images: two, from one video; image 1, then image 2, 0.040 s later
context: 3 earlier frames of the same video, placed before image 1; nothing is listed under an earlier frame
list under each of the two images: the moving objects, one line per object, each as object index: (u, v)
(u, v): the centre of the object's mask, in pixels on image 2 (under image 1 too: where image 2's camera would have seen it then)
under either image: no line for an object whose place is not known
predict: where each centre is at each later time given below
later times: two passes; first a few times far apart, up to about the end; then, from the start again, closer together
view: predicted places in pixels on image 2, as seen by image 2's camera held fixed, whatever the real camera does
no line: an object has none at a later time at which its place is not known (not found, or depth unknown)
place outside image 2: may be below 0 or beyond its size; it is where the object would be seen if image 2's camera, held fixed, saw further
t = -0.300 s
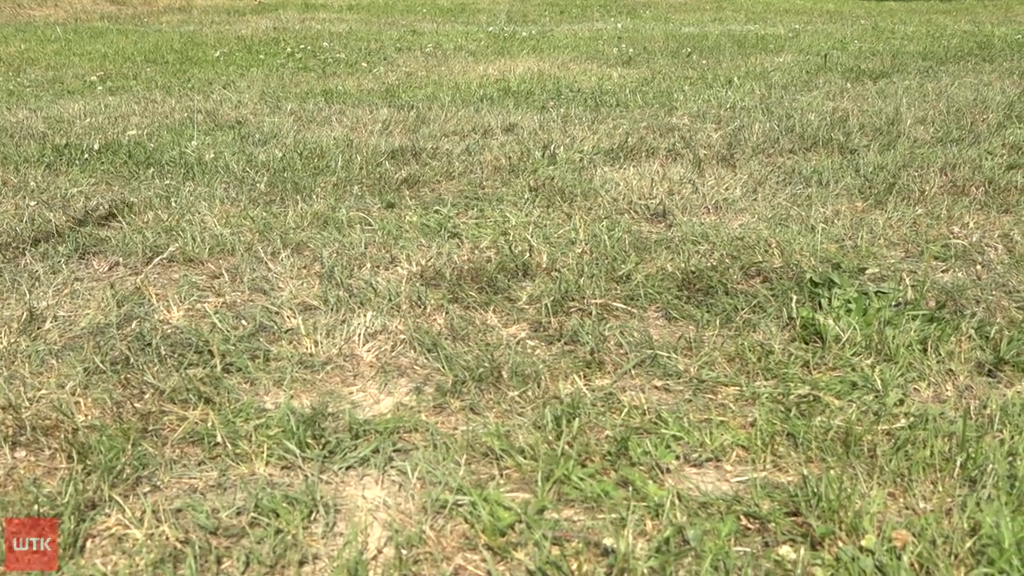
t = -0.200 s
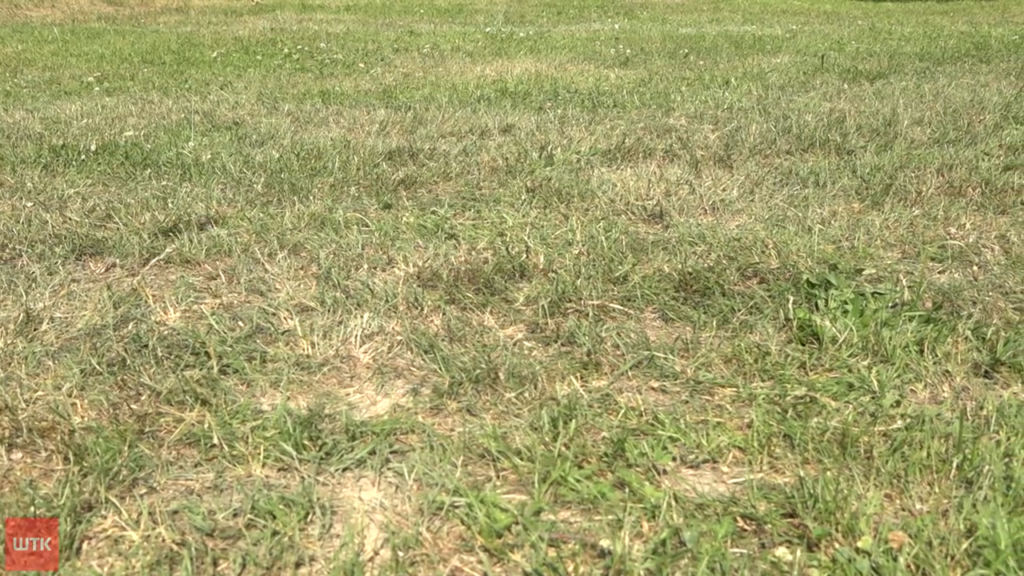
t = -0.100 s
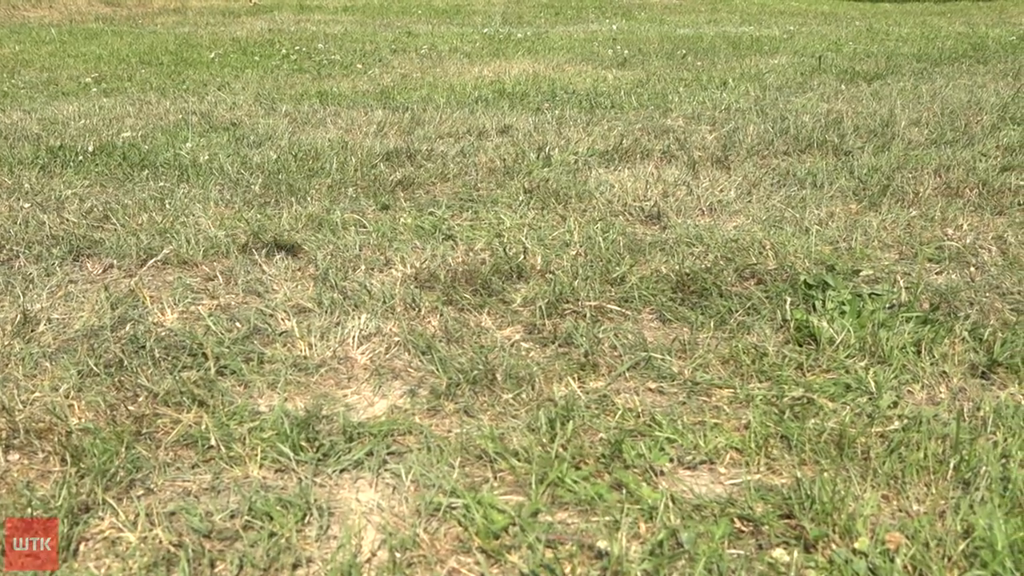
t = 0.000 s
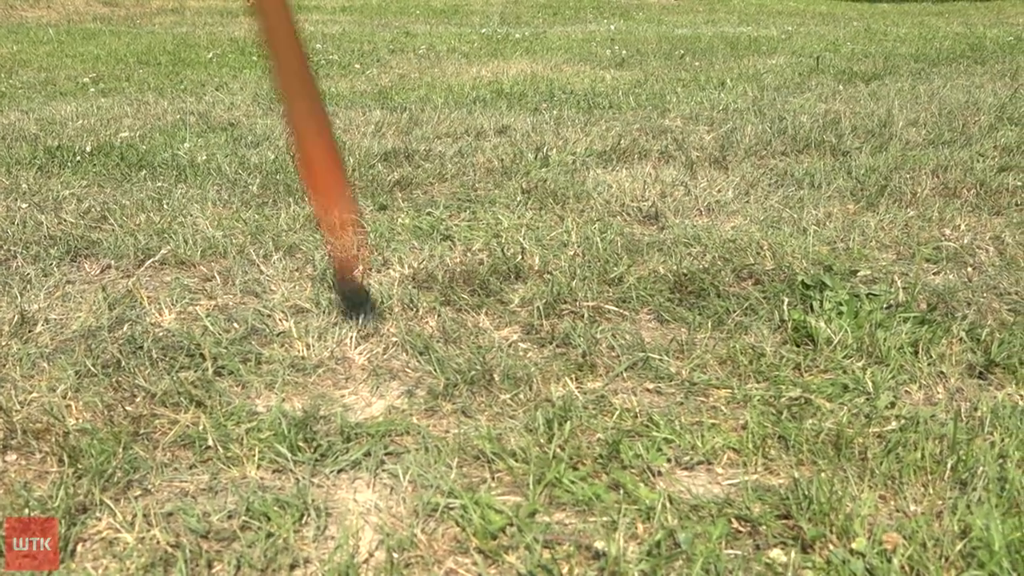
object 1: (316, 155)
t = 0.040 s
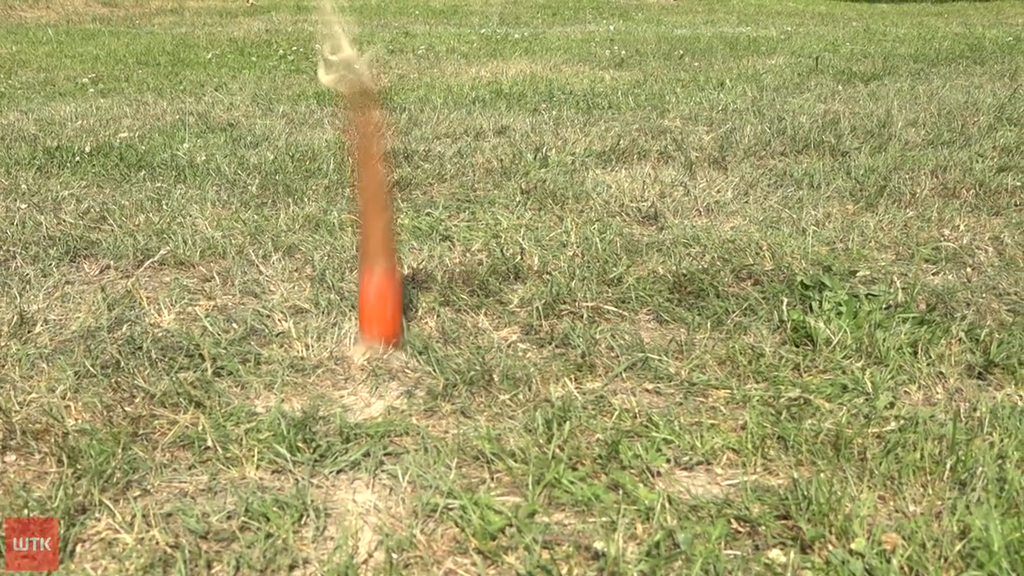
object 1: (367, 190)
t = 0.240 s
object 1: (516, 172)
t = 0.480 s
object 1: (586, 202)
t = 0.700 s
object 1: (611, 243)
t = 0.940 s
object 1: (607, 244)
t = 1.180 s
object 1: (608, 244)
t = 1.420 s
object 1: (608, 244)
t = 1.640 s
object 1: (608, 244)
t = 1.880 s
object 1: (607, 244)
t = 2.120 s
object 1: (607, 244)
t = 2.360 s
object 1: (607, 244)
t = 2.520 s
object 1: (607, 244)
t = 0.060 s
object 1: (390, 180)
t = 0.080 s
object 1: (412, 150)
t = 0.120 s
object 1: (449, 127)
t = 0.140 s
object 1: (457, 129)
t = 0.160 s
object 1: (464, 132)
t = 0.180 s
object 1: (462, 134)
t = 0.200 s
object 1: (477, 134)
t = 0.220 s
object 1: (492, 144)
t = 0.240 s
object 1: (516, 172)
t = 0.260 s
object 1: (514, 165)
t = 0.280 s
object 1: (525, 168)
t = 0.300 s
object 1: (531, 160)
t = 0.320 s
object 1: (538, 154)
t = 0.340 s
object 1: (544, 152)
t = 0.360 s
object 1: (551, 152)
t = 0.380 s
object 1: (557, 157)
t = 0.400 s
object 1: (563, 161)
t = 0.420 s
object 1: (569, 168)
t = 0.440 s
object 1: (575, 179)
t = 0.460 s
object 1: (581, 188)
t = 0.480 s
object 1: (586, 202)
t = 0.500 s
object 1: (590, 218)
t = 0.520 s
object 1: (594, 234)
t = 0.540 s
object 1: (595, 246)
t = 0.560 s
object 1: (599, 245)
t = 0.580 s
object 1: (602, 241)
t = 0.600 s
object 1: (604, 238)
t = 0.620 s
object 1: (606, 236)
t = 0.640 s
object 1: (609, 238)
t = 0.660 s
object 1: (610, 242)
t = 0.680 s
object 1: (611, 243)
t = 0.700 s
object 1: (611, 243)
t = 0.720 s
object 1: (611, 243)
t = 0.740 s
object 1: (611, 242)
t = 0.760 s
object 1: (611, 243)
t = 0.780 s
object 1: (609, 244)
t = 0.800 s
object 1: (610, 243)
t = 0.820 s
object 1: (609, 244)
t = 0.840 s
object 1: (608, 244)
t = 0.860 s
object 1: (608, 244)
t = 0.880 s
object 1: (608, 244)
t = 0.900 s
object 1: (608, 244)
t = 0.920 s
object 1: (607, 244)
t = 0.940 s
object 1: (607, 244)
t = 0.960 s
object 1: (607, 244)
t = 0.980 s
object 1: (607, 244)
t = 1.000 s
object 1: (607, 244)
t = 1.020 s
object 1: (607, 244)
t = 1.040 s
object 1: (607, 244)
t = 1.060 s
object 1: (607, 244)
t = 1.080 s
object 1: (607, 244)
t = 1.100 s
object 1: (607, 244)
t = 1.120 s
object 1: (608, 244)
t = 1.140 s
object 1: (608, 244)
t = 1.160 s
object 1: (608, 244)
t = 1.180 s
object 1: (608, 244)
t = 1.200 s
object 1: (608, 244)
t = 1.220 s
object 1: (608, 244)
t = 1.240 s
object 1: (608, 244)
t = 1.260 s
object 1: (608, 244)
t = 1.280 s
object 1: (608, 244)
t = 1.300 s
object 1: (608, 244)
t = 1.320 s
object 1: (608, 244)
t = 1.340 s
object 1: (608, 244)
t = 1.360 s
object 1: (608, 244)
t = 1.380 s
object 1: (608, 244)
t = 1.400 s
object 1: (608, 244)
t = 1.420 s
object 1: (608, 244)
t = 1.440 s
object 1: (608, 244)
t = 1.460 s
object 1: (608, 244)
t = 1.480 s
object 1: (608, 244)
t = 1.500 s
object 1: (608, 244)
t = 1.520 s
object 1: (607, 244)
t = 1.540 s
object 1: (607, 244)
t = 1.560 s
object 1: (607, 244)
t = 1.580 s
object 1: (607, 244)
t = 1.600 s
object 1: (608, 244)
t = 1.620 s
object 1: (608, 244)
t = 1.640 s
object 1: (608, 244)
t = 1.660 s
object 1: (607, 244)
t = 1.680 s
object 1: (608, 244)
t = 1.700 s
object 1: (607, 244)
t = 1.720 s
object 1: (607, 244)
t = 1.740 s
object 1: (607, 244)
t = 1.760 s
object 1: (608, 244)
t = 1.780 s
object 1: (608, 244)
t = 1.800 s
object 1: (607, 244)
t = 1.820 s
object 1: (607, 244)
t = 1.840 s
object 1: (607, 244)
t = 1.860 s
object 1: (607, 244)
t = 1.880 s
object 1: (607, 244)
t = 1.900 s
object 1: (607, 244)
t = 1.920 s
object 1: (607, 244)
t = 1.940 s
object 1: (607, 244)
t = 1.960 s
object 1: (607, 244)
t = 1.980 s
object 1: (607, 244)
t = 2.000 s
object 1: (607, 244)
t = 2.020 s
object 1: (607, 244)
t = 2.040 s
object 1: (607, 244)
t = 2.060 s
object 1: (607, 244)
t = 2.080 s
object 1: (607, 244)
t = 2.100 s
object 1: (607, 244)
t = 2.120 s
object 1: (607, 244)
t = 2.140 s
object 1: (607, 244)
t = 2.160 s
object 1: (607, 244)
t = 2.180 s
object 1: (607, 244)
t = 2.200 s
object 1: (607, 244)
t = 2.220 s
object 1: (607, 244)
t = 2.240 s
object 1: (607, 244)
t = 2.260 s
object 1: (607, 244)
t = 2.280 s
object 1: (607, 244)
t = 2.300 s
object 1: (607, 244)
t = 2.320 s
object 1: (607, 244)
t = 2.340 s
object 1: (607, 244)
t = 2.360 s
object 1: (607, 244)
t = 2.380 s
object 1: (607, 244)
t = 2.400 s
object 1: (607, 244)
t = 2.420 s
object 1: (607, 244)
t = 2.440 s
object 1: (607, 245)
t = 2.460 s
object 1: (607, 245)
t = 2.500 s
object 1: (607, 245)
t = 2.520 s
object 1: (607, 244)
